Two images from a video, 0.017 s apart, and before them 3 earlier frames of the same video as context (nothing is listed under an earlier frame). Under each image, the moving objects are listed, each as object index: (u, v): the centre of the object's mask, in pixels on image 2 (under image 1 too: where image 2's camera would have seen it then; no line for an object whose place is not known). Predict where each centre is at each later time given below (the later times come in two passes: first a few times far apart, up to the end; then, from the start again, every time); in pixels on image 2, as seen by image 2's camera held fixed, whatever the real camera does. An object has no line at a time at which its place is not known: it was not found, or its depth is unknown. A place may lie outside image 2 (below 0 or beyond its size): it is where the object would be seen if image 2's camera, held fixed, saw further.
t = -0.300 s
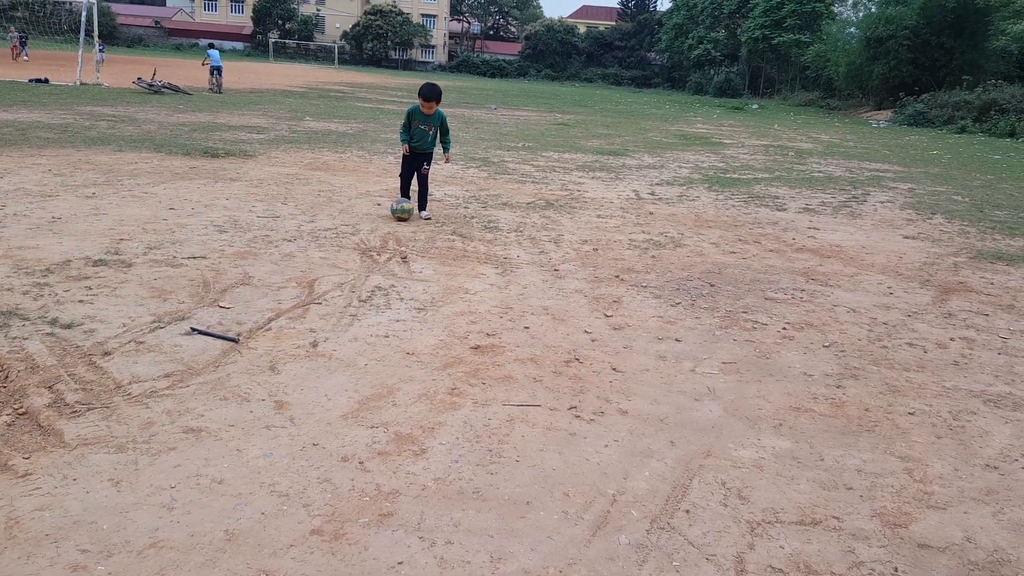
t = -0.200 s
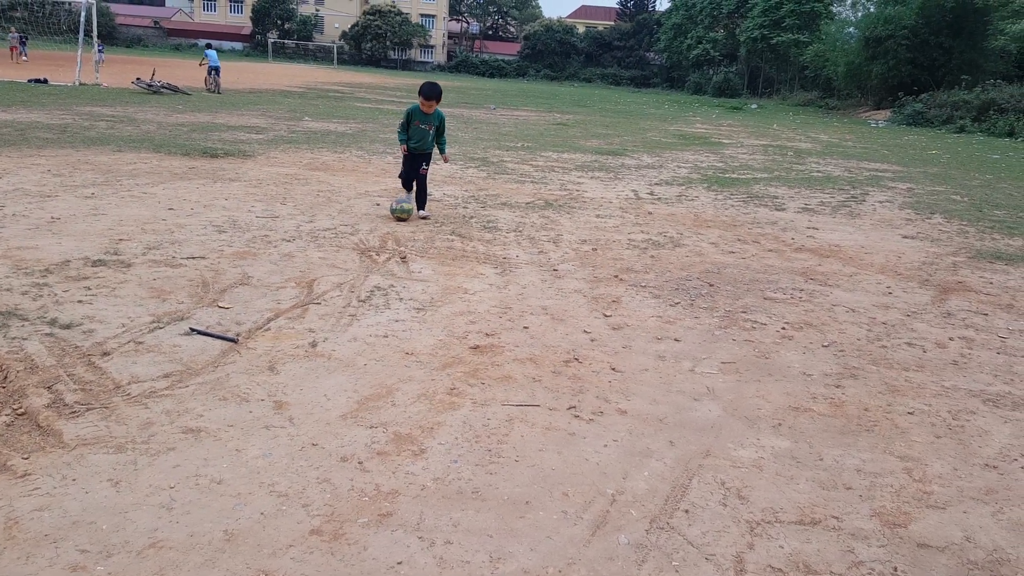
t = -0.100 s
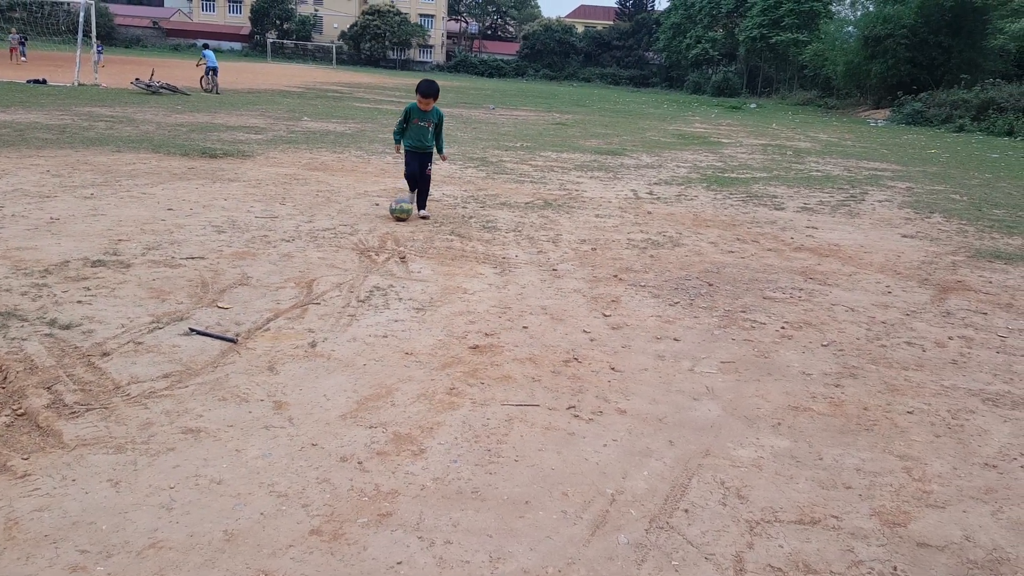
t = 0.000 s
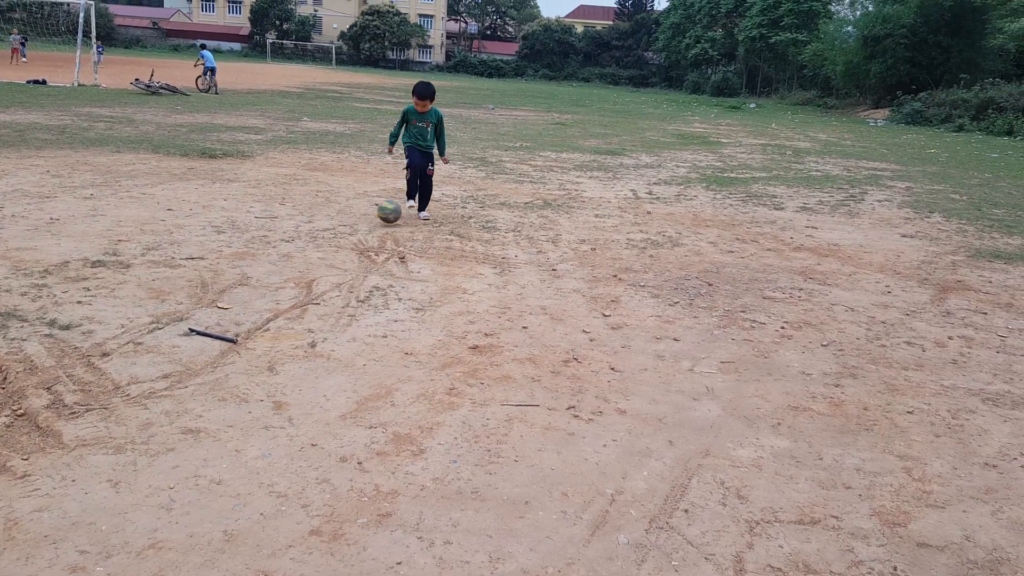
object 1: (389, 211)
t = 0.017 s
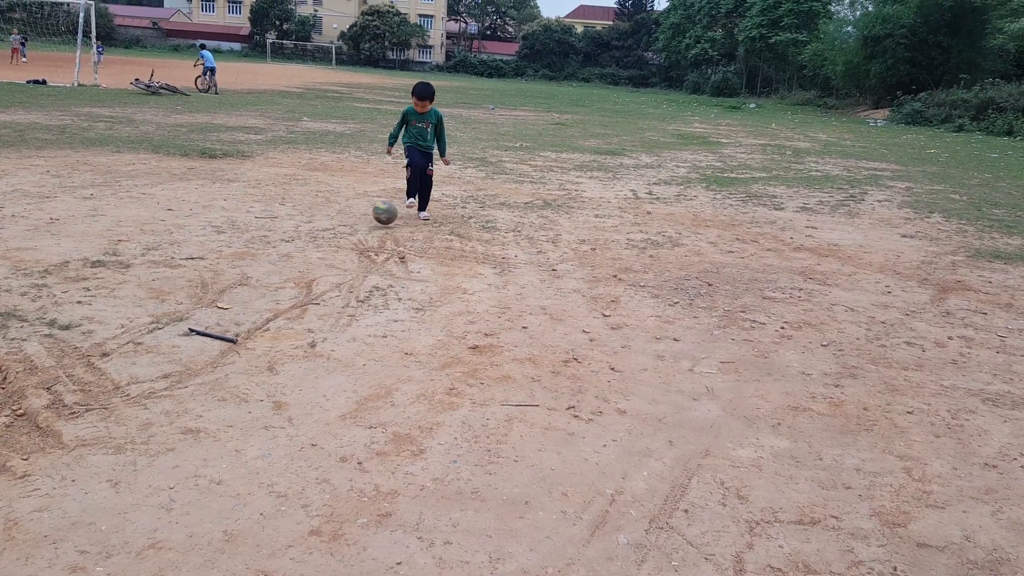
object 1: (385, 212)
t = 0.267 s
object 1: (314, 240)
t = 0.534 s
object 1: (259, 255)
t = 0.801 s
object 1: (210, 282)
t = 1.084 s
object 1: (163, 316)
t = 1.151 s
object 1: (151, 323)
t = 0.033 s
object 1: (380, 214)
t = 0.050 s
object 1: (376, 216)
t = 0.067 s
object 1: (371, 219)
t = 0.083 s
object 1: (365, 221)
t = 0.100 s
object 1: (360, 224)
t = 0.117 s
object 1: (355, 227)
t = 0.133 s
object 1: (350, 228)
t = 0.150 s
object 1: (345, 229)
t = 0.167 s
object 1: (340, 231)
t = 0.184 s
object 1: (335, 233)
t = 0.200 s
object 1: (330, 235)
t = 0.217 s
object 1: (326, 236)
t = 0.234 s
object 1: (322, 237)
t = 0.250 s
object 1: (318, 239)
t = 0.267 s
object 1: (314, 240)
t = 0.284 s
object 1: (311, 241)
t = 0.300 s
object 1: (307, 242)
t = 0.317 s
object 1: (303, 243)
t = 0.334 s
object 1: (299, 245)
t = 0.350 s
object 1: (295, 247)
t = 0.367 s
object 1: (291, 249)
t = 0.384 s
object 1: (286, 253)
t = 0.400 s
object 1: (282, 254)
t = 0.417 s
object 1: (279, 253)
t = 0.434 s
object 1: (275, 253)
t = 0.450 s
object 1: (273, 252)
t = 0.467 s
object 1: (269, 252)
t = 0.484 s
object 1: (267, 252)
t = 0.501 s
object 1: (265, 253)
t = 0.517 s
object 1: (262, 254)
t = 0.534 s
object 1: (259, 255)
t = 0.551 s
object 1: (255, 257)
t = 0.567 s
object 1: (252, 259)
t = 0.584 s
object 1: (249, 262)
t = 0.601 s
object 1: (245, 266)
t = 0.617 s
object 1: (241, 271)
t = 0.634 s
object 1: (238, 276)
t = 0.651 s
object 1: (235, 276)
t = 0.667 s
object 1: (232, 275)
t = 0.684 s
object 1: (229, 275)
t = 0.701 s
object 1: (226, 275)
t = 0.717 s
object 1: (224, 275)
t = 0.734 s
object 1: (221, 275)
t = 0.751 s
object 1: (218, 277)
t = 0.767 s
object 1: (216, 278)
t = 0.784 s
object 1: (213, 280)
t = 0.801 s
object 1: (210, 282)
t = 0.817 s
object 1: (207, 286)
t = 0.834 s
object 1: (204, 290)
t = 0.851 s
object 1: (200, 295)
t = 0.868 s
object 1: (197, 297)
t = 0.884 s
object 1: (194, 296)
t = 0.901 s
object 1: (191, 296)
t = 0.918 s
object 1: (189, 296)
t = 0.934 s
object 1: (186, 296)
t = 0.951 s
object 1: (183, 298)
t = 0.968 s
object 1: (180, 300)
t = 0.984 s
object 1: (178, 301)
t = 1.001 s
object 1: (176, 304)
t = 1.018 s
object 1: (173, 307)
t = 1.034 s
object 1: (171, 310)
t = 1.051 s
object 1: (168, 315)
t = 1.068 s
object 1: (165, 316)
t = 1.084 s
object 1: (163, 316)
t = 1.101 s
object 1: (160, 316)
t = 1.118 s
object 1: (158, 318)
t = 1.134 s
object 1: (155, 320)
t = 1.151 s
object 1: (151, 323)
